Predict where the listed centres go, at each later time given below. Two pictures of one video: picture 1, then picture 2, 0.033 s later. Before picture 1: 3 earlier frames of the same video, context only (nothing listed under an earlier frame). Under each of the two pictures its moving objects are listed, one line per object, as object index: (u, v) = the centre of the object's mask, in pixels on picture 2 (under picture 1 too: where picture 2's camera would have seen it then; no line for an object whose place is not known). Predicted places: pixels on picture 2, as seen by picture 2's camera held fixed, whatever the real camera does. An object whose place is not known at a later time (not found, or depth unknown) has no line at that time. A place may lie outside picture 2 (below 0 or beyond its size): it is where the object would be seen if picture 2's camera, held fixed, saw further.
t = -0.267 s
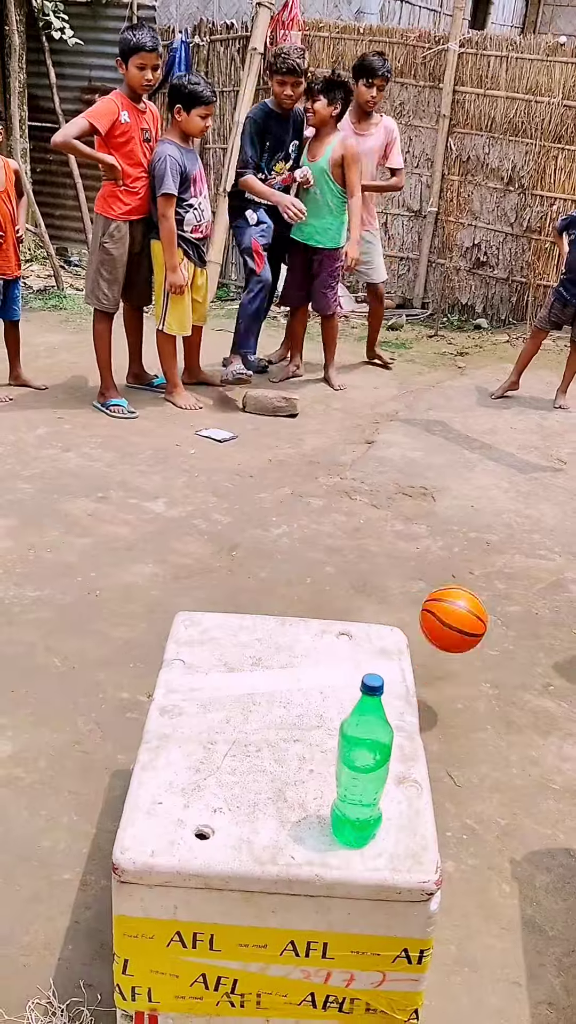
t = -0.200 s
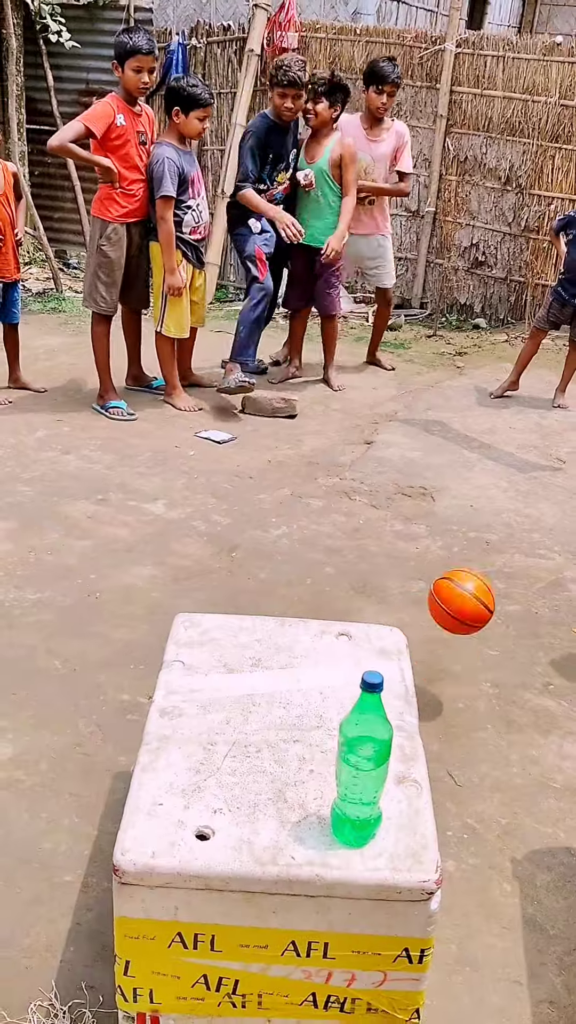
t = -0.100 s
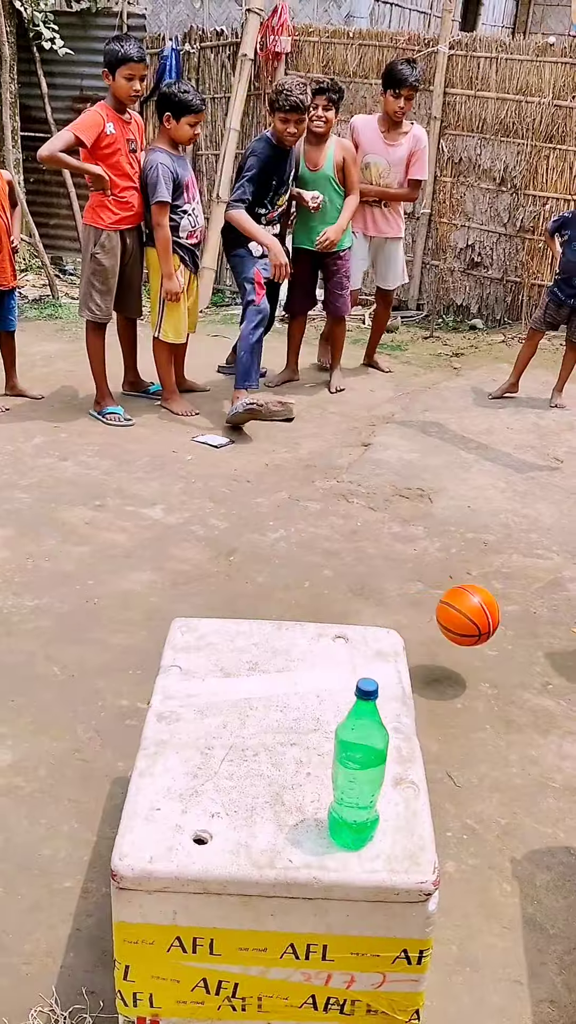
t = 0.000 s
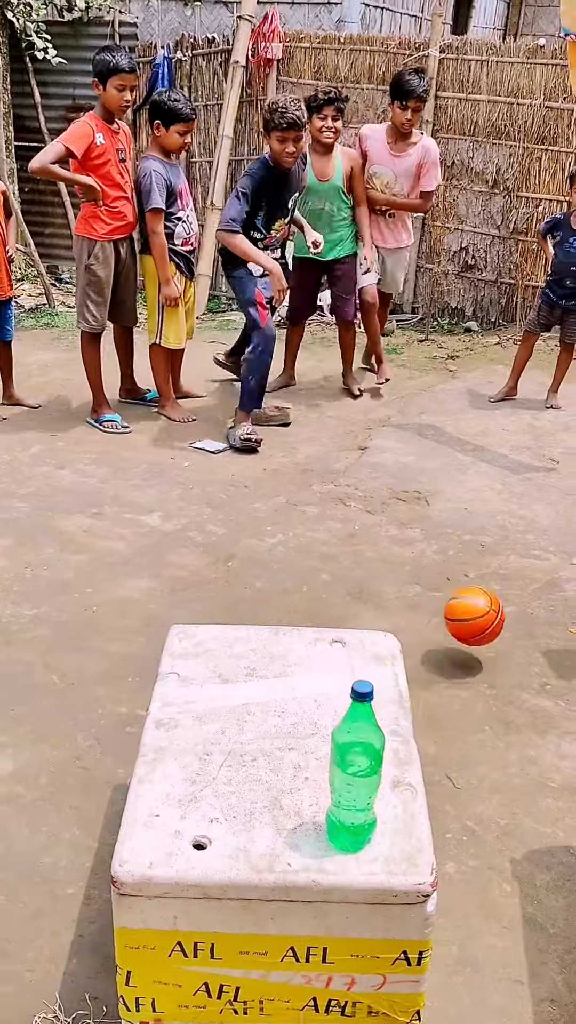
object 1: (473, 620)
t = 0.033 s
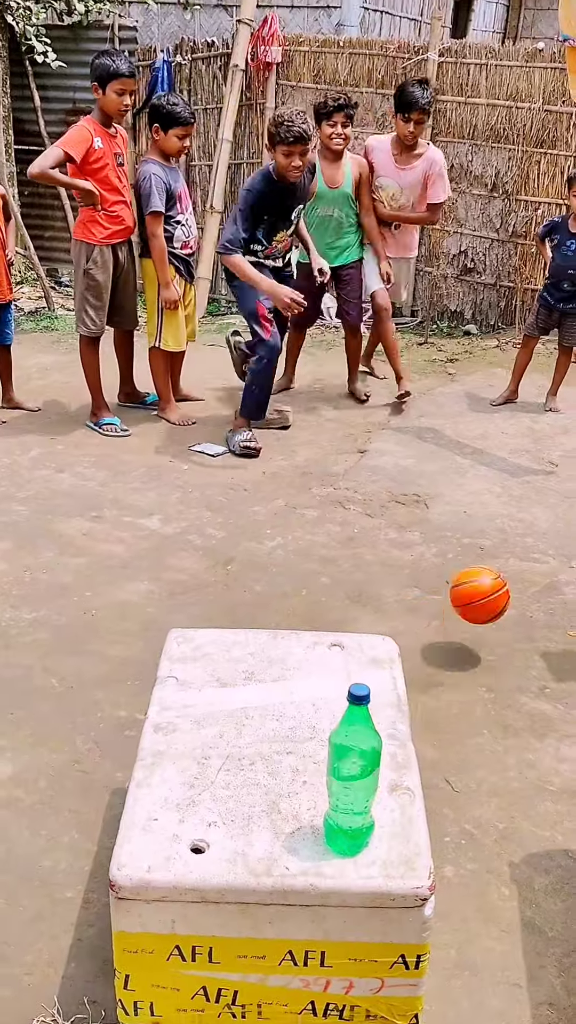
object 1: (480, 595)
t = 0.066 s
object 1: (483, 589)
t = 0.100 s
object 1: (485, 585)
